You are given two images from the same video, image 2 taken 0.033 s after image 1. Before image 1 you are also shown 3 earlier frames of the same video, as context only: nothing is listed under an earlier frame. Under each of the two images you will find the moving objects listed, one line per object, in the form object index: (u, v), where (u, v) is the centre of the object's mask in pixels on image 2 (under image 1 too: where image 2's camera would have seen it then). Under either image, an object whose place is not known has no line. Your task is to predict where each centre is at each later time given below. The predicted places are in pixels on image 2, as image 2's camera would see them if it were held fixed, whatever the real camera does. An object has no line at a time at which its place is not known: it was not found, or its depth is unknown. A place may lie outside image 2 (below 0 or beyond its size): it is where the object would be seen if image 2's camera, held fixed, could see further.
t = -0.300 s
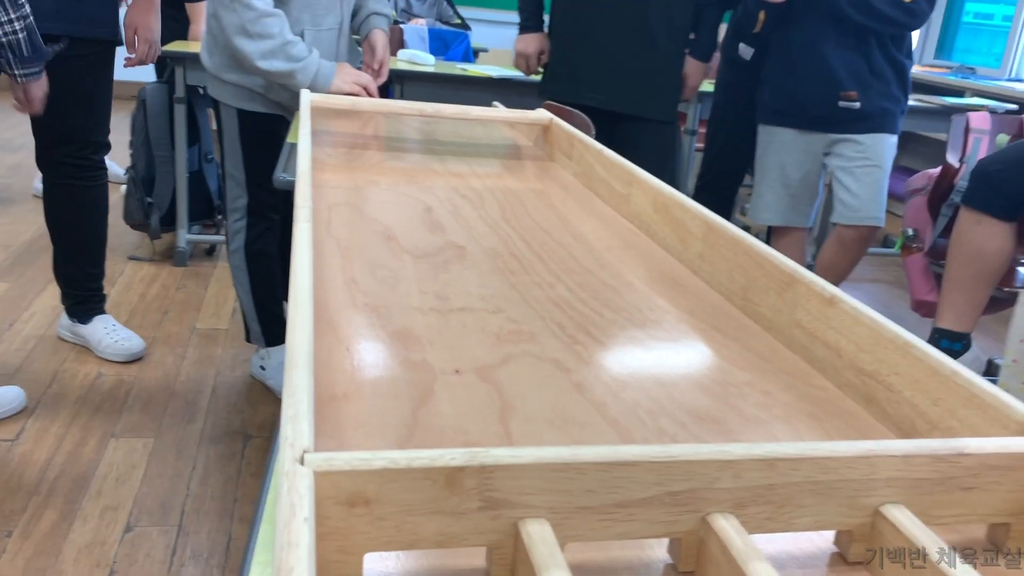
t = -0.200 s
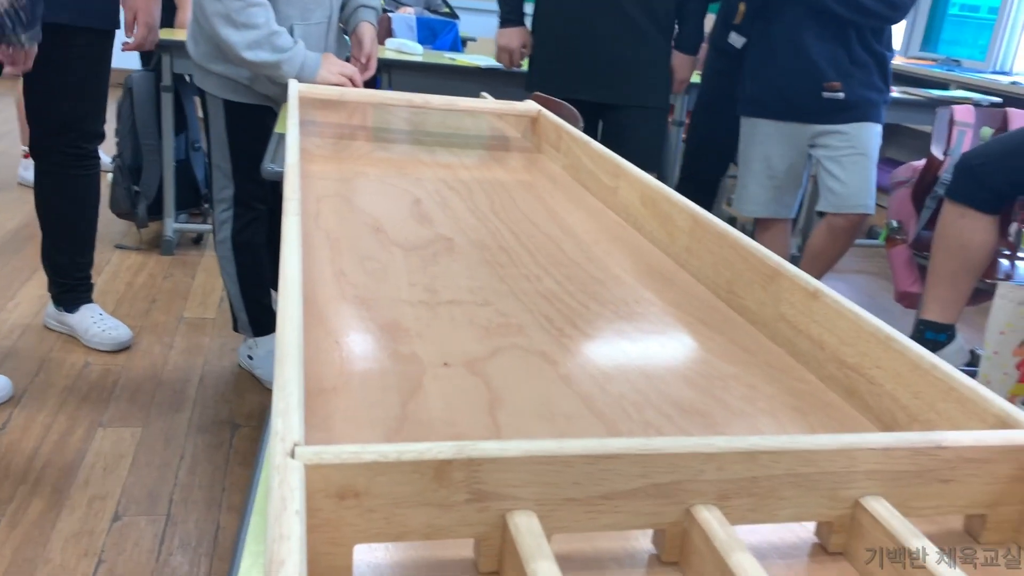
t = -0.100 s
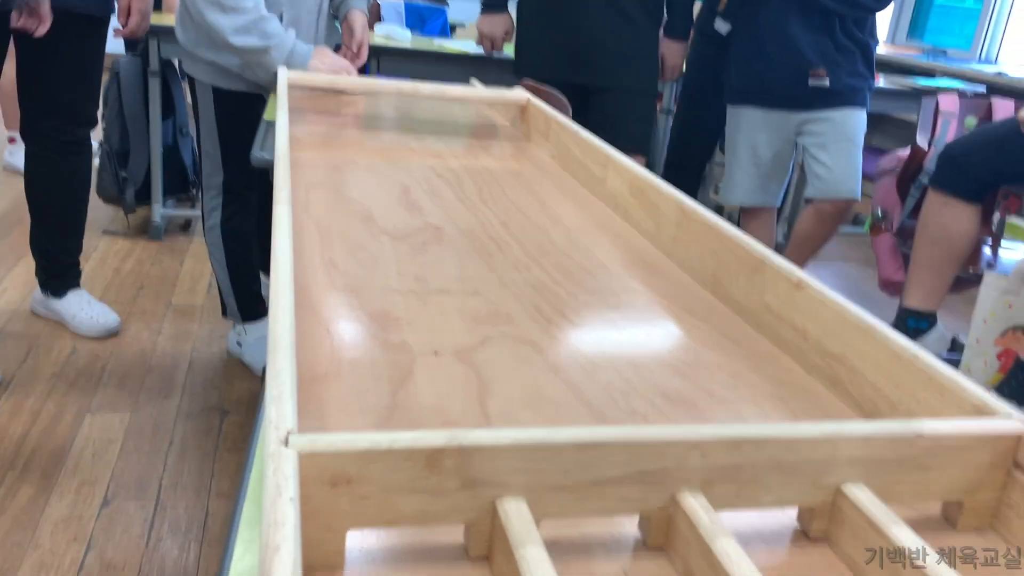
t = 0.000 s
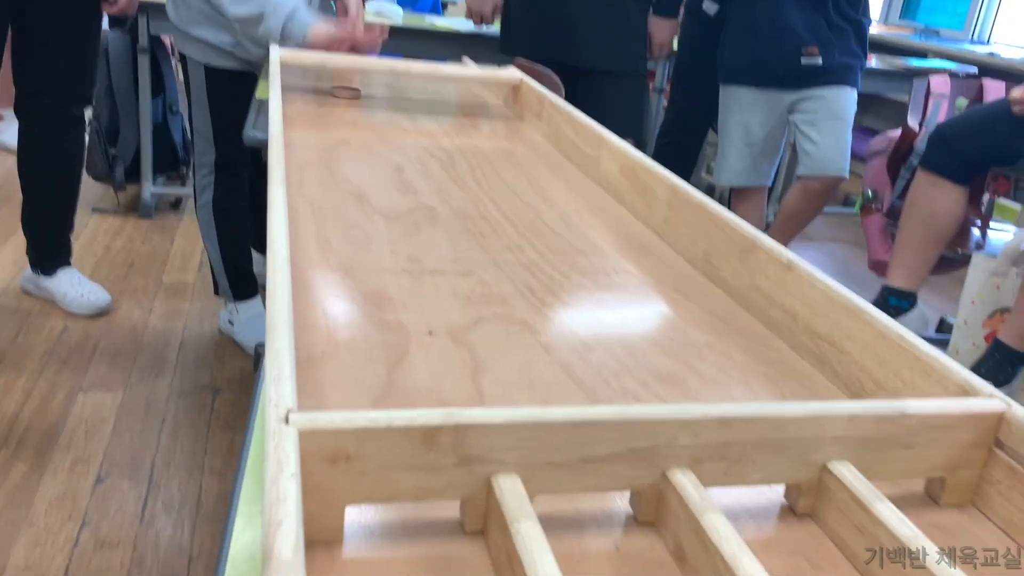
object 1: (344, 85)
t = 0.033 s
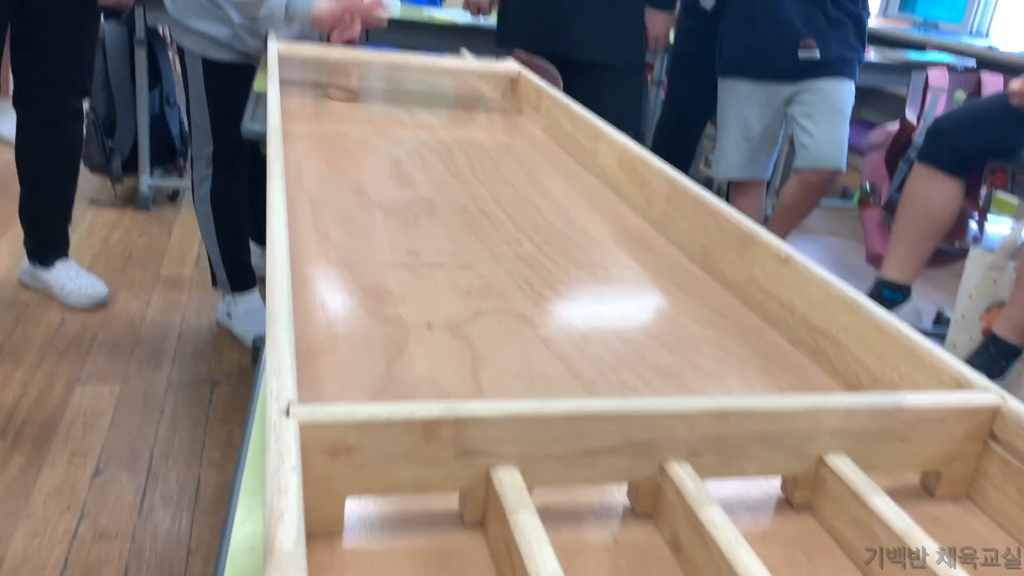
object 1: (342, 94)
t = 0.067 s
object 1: (342, 105)
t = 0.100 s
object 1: (342, 117)
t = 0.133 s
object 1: (341, 130)
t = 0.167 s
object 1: (341, 144)
